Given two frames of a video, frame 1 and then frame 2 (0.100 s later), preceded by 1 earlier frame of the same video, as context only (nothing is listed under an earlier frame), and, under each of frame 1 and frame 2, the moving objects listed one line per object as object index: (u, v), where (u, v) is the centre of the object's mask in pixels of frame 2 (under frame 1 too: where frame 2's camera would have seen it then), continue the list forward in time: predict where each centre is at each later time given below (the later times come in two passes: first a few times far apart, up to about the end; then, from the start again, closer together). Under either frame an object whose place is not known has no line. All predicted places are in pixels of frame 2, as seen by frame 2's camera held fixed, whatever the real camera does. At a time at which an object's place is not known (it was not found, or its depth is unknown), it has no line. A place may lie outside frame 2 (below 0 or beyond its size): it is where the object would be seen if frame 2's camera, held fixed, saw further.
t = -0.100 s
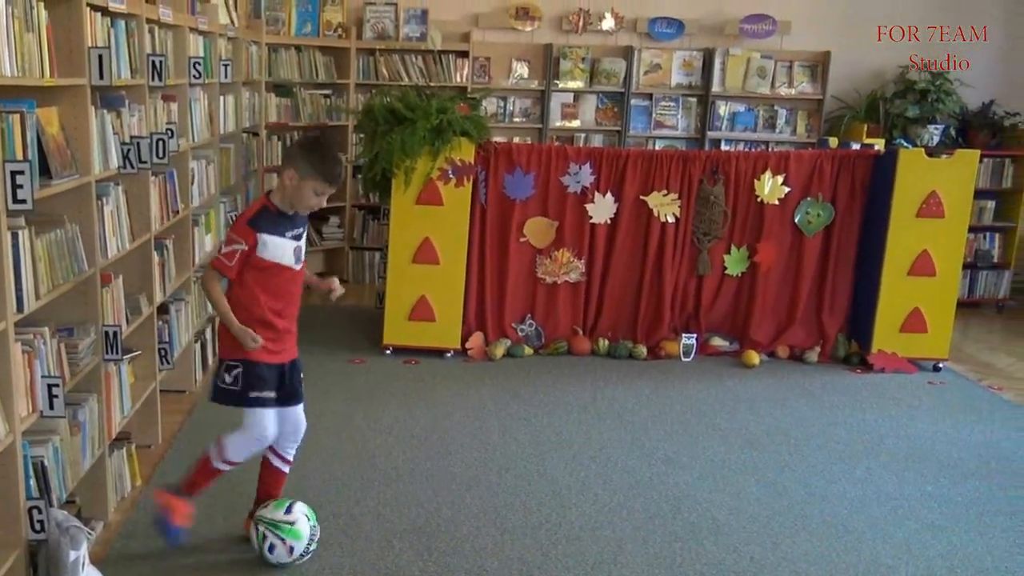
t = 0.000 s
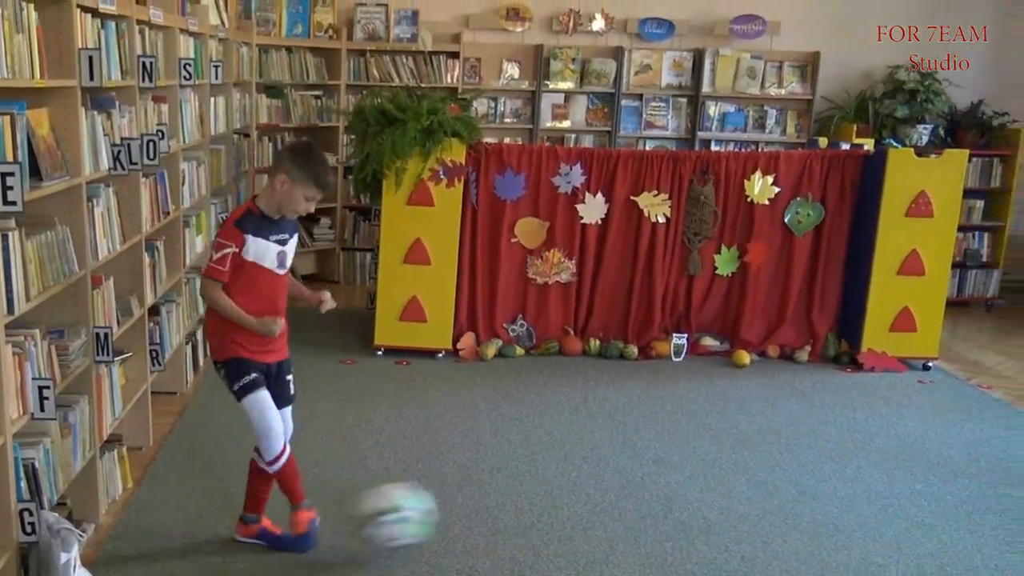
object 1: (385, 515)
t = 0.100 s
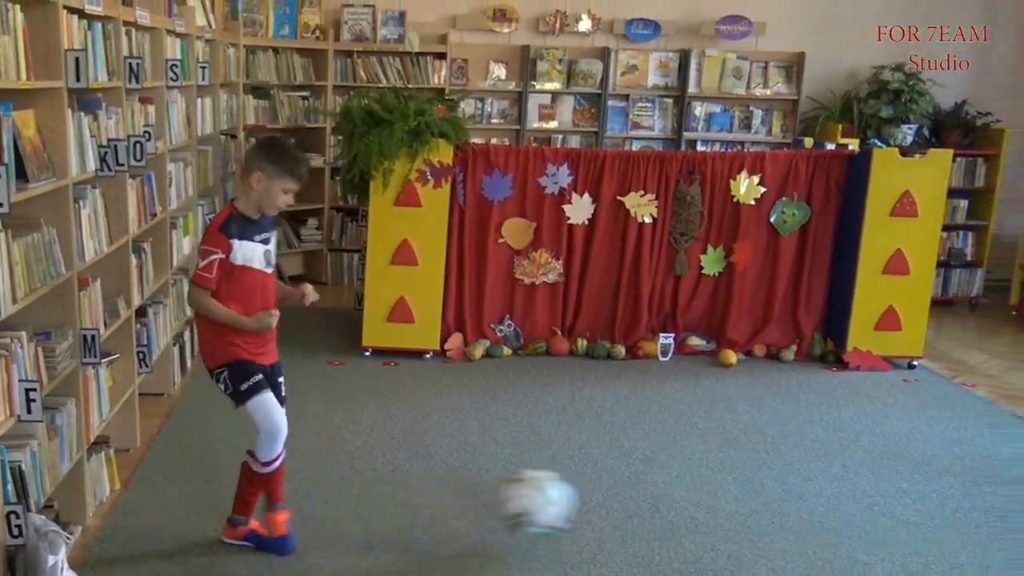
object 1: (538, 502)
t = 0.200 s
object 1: (702, 508)
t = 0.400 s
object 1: (942, 500)
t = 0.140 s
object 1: (624, 509)
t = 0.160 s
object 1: (652, 513)
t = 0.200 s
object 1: (702, 508)
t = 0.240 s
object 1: (749, 498)
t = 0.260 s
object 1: (772, 495)
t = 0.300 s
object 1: (818, 495)
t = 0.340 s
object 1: (884, 504)
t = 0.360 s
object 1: (904, 507)
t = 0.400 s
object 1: (942, 500)
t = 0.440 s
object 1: (981, 497)
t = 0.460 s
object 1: (999, 497)
